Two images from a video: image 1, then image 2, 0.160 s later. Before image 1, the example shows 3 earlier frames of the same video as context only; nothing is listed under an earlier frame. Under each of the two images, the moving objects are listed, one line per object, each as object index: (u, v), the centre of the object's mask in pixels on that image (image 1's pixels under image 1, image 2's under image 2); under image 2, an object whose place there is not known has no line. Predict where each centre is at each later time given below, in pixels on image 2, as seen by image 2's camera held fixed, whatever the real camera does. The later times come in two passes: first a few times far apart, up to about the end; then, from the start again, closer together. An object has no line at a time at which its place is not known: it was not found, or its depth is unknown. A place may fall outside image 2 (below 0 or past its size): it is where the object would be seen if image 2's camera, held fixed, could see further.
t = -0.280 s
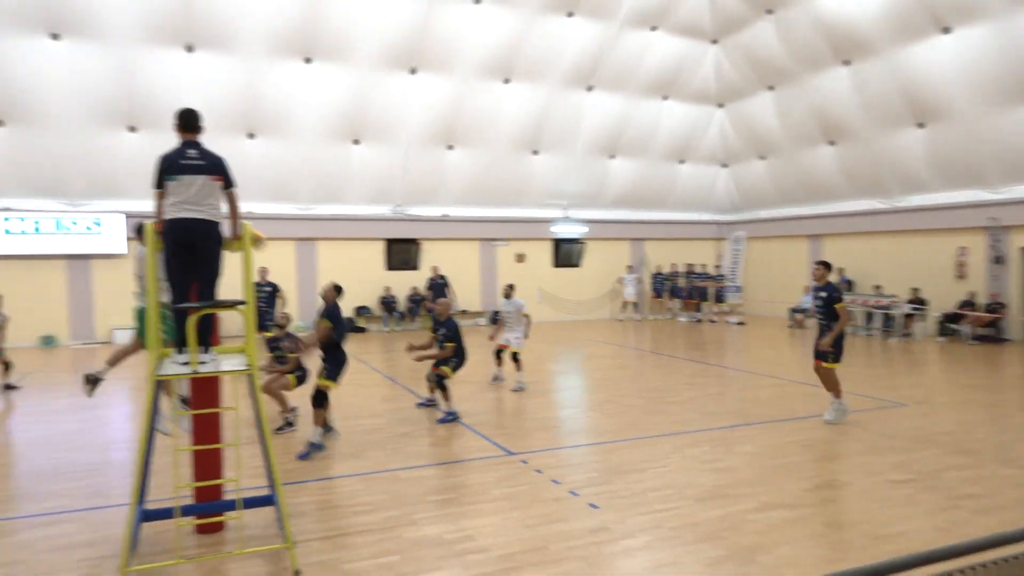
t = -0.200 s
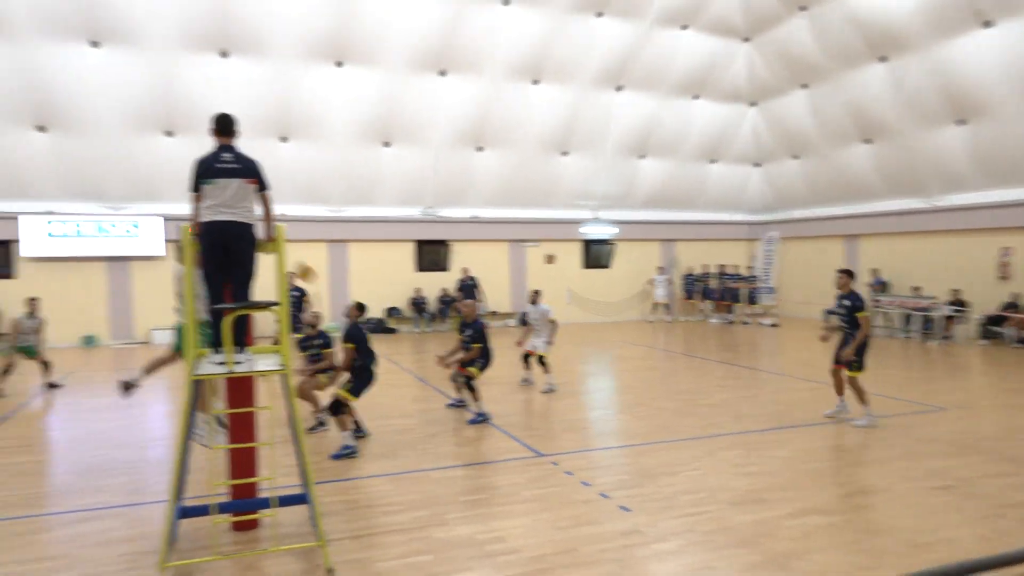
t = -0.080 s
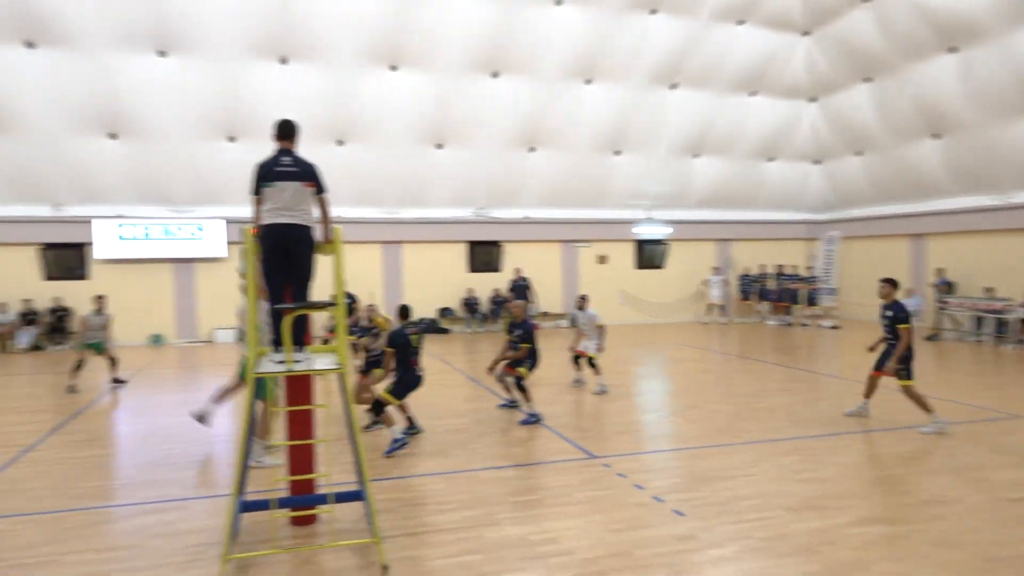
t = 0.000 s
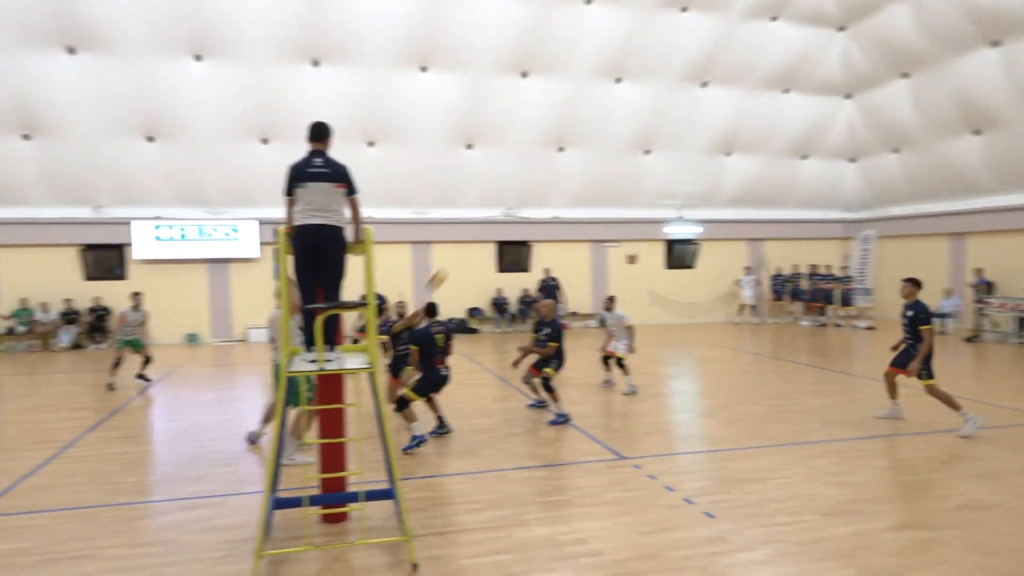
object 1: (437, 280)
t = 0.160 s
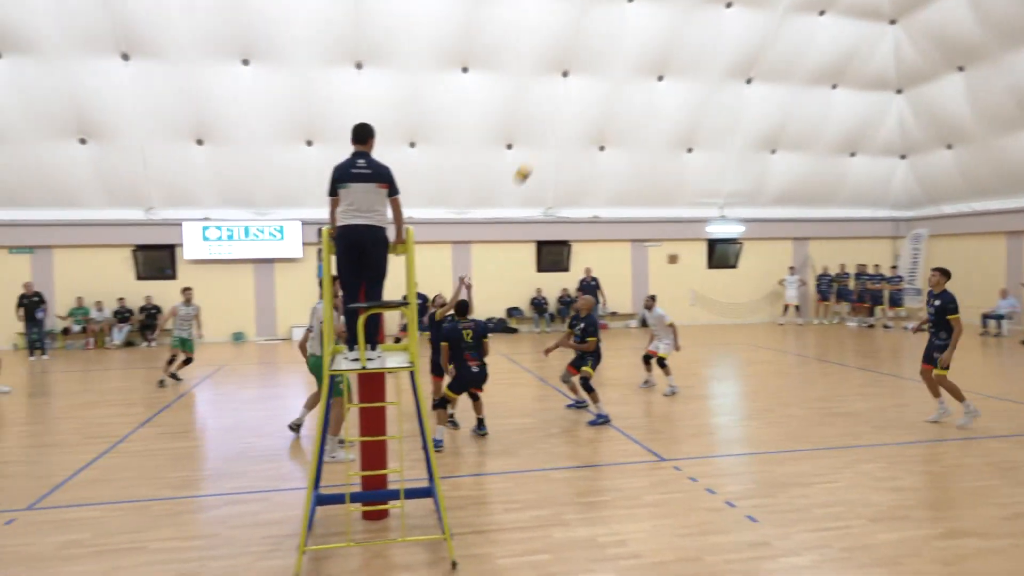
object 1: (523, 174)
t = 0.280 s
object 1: (556, 111)
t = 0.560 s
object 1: (623, 19)
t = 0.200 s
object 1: (534, 151)
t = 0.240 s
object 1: (545, 131)
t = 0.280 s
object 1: (556, 111)
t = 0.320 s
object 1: (567, 93)
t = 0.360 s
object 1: (577, 76)
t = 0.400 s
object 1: (587, 62)
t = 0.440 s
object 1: (596, 50)
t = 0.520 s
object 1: (615, 28)
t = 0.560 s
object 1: (623, 19)
